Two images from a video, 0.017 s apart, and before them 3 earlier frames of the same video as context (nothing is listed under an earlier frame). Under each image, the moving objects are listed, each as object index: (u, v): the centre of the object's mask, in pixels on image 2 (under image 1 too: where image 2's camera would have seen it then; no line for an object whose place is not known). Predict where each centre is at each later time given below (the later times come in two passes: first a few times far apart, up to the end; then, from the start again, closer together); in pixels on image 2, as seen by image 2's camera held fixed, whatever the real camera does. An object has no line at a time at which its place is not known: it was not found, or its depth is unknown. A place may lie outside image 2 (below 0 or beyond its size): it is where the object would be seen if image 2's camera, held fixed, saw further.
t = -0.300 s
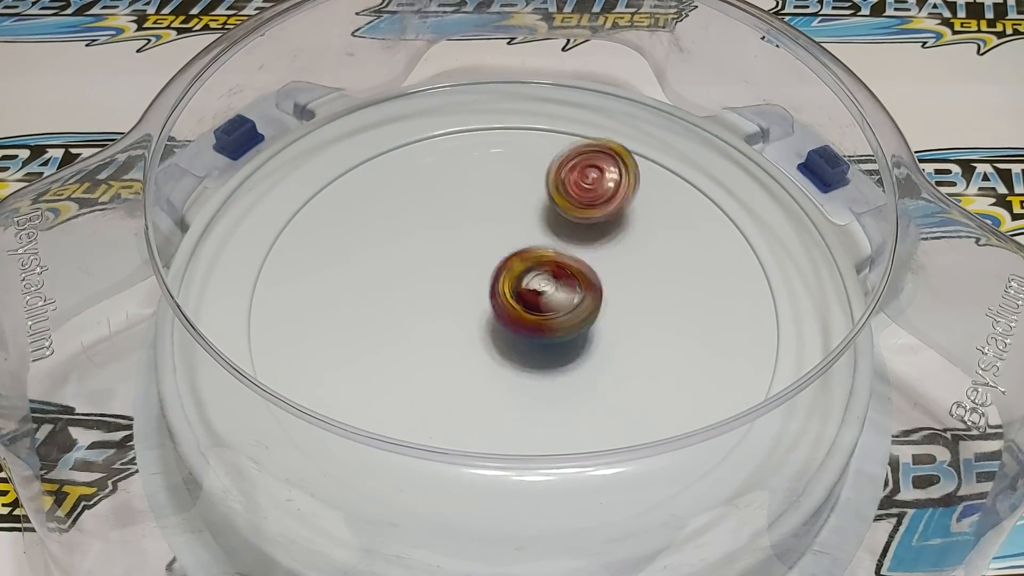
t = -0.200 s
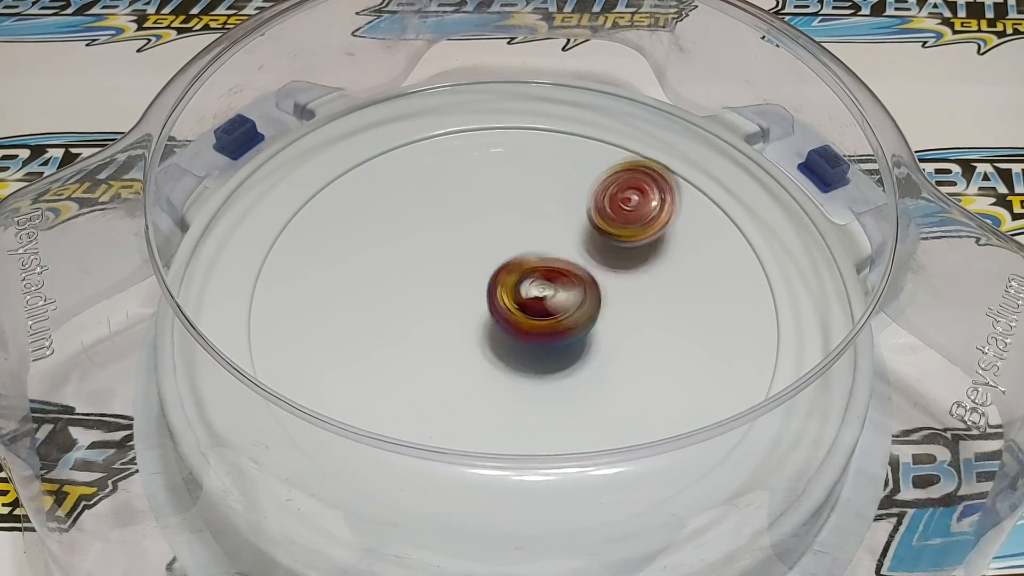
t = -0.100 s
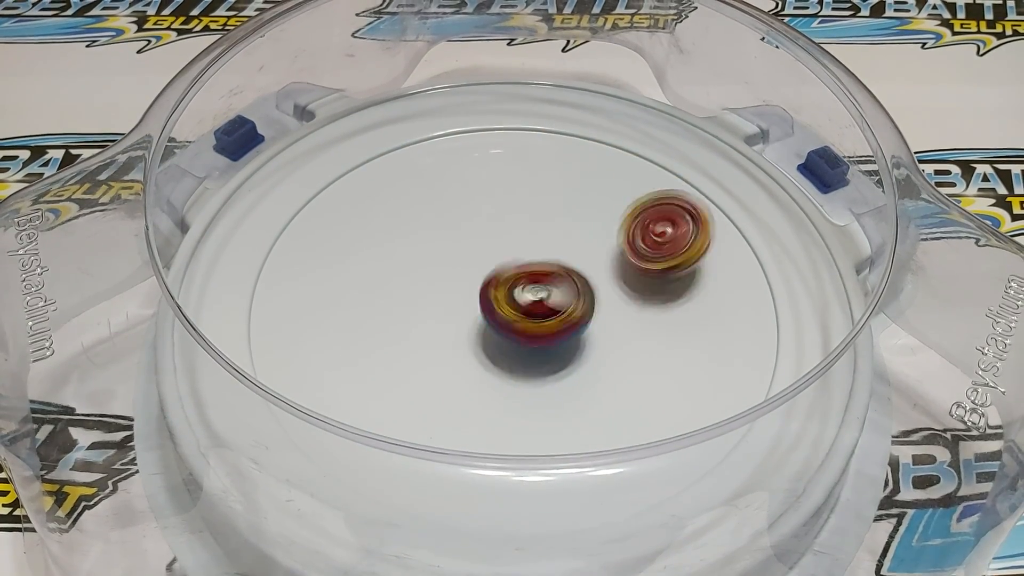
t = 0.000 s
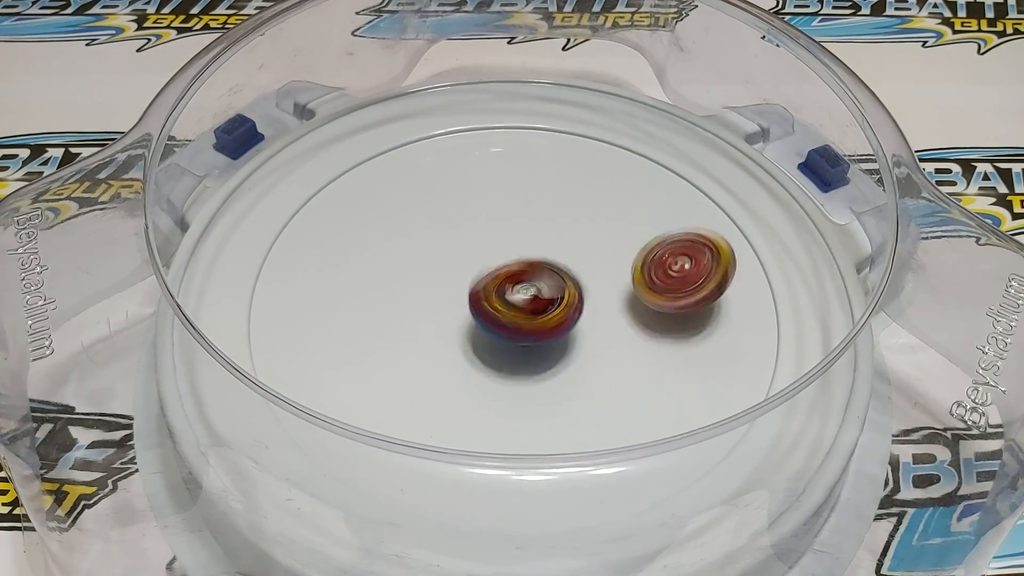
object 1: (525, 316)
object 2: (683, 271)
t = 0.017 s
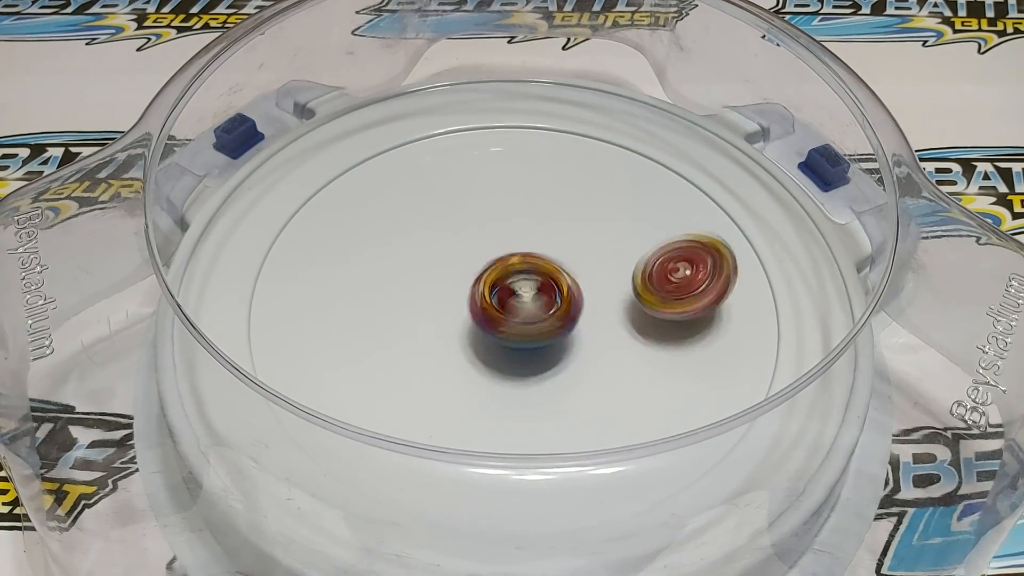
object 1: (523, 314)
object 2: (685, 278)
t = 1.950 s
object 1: (485, 302)
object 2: (656, 322)
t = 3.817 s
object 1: (494, 278)
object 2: (619, 342)
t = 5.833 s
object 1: (515, 275)
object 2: (489, 363)
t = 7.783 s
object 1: (561, 268)
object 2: (506, 348)
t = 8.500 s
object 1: (552, 271)
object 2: (503, 346)
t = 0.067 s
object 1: (516, 313)
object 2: (682, 306)
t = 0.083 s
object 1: (514, 313)
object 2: (683, 304)
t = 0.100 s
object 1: (511, 313)
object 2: (683, 311)
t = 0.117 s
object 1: (510, 311)
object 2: (677, 327)
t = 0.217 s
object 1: (496, 307)
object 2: (654, 357)
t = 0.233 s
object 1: (496, 304)
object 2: (648, 363)
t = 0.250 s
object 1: (492, 305)
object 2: (643, 368)
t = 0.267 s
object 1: (491, 304)
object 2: (636, 372)
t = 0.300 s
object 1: (487, 301)
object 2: (620, 383)
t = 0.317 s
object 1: (486, 300)
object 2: (612, 387)
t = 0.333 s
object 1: (485, 297)
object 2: (604, 391)
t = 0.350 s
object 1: (484, 298)
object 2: (593, 395)
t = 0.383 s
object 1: (482, 294)
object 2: (575, 401)
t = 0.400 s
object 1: (481, 294)
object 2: (566, 403)
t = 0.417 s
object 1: (479, 293)
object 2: (556, 404)
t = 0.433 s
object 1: (479, 291)
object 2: (545, 406)
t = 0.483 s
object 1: (478, 288)
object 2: (515, 407)
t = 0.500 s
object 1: (480, 286)
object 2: (503, 408)
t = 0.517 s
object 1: (478, 287)
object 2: (493, 406)
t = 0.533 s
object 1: (479, 286)
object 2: (484, 404)
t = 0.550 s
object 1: (480, 283)
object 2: (475, 402)
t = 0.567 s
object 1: (480, 284)
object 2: (465, 400)
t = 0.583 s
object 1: (480, 282)
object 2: (454, 397)
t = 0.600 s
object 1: (482, 280)
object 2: (446, 394)
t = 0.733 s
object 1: (492, 277)
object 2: (386, 357)
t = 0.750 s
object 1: (495, 277)
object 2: (382, 350)
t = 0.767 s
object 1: (497, 275)
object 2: (376, 346)
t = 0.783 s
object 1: (499, 276)
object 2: (371, 337)
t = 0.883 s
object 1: (513, 275)
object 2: (358, 308)
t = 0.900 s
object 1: (512, 276)
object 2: (357, 301)
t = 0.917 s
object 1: (515, 276)
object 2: (357, 295)
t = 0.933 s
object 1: (518, 275)
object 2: (358, 289)
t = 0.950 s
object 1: (520, 277)
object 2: (359, 282)
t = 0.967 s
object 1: (521, 277)
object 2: (360, 276)
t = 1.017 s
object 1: (527, 280)
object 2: (368, 259)
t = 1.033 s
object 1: (530, 280)
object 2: (371, 253)
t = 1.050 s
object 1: (533, 280)
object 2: (374, 249)
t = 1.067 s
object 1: (533, 282)
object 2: (379, 242)
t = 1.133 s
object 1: (538, 286)
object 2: (399, 224)
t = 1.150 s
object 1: (540, 286)
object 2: (404, 220)
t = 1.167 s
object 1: (543, 288)
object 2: (409, 217)
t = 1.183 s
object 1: (541, 290)
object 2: (416, 213)
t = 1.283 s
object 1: (546, 297)
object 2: (457, 197)
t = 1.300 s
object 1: (545, 299)
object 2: (464, 196)
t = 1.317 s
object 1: (545, 300)
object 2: (473, 195)
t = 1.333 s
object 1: (547, 300)
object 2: (481, 185)
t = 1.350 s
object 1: (544, 303)
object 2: (487, 194)
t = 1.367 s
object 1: (545, 304)
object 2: (495, 194)
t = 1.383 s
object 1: (545, 303)
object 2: (504, 185)
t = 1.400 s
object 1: (543, 306)
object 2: (511, 183)
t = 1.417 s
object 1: (542, 307)
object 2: (517, 194)
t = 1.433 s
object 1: (542, 307)
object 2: (527, 185)
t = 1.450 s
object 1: (542, 309)
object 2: (535, 186)
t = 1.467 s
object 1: (538, 311)
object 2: (542, 186)
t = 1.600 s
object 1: (525, 315)
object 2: (599, 207)
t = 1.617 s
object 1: (524, 313)
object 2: (608, 208)
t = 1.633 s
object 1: (520, 316)
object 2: (614, 212)
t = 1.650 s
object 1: (518, 315)
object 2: (619, 214)
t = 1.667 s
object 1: (517, 314)
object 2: (625, 219)
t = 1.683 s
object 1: (516, 315)
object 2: (631, 225)
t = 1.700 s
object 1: (511, 315)
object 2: (633, 238)
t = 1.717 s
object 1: (510, 314)
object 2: (637, 242)
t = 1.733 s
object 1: (509, 313)
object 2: (644, 238)
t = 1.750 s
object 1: (505, 314)
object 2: (648, 243)
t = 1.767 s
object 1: (503, 313)
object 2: (648, 258)
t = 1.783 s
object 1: (501, 311)
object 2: (651, 264)
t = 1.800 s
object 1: (500, 311)
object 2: (657, 260)
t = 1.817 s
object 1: (496, 311)
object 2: (655, 275)
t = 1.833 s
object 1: (495, 310)
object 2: (657, 281)
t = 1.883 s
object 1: (490, 307)
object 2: (659, 299)
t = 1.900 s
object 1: (489, 305)
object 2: (662, 294)
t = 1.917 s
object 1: (488, 304)
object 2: (662, 301)
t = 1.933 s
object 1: (485, 304)
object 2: (658, 317)
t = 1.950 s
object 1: (485, 302)
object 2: (656, 322)
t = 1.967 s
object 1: (485, 300)
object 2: (656, 320)
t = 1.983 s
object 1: (483, 300)
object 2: (655, 325)
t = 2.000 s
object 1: (481, 299)
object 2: (651, 330)
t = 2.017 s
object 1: (481, 296)
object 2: (644, 346)
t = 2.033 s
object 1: (482, 295)
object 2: (642, 342)
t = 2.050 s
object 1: (479, 295)
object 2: (635, 356)
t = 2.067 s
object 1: (480, 293)
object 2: (630, 355)
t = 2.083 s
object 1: (481, 291)
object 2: (625, 356)
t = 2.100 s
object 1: (481, 291)
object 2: (620, 361)
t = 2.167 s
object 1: (481, 286)
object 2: (589, 376)
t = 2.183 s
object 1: (482, 285)
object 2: (579, 380)
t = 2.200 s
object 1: (483, 282)
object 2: (571, 381)
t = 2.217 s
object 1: (485, 282)
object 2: (563, 384)
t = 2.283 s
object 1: (489, 279)
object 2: (526, 388)
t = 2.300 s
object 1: (490, 278)
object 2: (516, 387)
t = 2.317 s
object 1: (493, 276)
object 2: (506, 388)
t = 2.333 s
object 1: (496, 275)
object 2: (500, 387)
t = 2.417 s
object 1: (502, 274)
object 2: (453, 376)
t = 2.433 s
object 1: (506, 274)
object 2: (447, 374)
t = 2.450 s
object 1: (509, 272)
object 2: (439, 370)
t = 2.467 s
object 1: (509, 274)
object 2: (431, 367)
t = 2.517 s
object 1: (517, 273)
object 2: (412, 354)
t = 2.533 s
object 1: (516, 275)
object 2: (405, 348)
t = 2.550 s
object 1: (519, 275)
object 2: (403, 343)
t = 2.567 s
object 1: (522, 274)
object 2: (396, 346)
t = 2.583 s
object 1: (524, 276)
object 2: (391, 331)
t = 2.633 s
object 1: (529, 277)
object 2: (382, 324)
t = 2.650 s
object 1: (530, 280)
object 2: (380, 318)
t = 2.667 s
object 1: (531, 281)
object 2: (378, 312)
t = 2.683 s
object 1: (533, 281)
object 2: (377, 307)
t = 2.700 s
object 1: (536, 282)
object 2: (376, 301)
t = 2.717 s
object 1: (535, 285)
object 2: (377, 295)
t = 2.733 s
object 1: (536, 286)
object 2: (376, 290)
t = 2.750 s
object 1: (538, 286)
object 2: (377, 285)
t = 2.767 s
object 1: (540, 288)
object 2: (380, 279)
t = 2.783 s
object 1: (539, 290)
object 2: (380, 273)
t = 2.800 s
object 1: (540, 292)
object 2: (383, 269)
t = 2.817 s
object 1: (541, 292)
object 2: (386, 262)
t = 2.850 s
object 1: (540, 296)
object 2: (392, 254)
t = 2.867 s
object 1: (542, 297)
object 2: (396, 248)
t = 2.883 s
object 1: (543, 298)
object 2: (400, 244)
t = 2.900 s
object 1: (542, 300)
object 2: (404, 240)
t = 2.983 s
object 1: (539, 307)
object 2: (430, 222)
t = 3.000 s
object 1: (539, 307)
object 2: (436, 220)
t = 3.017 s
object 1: (539, 308)
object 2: (442, 217)
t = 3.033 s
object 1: (536, 311)
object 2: (448, 214)
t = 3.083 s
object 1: (534, 312)
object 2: (469, 210)
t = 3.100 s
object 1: (530, 314)
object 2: (475, 210)
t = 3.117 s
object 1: (529, 314)
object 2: (483, 210)
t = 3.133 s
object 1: (528, 314)
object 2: (490, 208)
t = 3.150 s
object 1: (527, 314)
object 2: (497, 207)
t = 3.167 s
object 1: (522, 316)
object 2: (506, 200)
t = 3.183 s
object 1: (522, 316)
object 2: (514, 199)
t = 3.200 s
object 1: (520, 315)
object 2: (519, 206)
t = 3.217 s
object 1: (518, 316)
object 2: (526, 208)
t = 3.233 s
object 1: (514, 317)
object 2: (536, 200)
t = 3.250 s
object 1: (513, 316)
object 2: (540, 210)
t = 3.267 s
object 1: (512, 314)
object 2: (550, 203)
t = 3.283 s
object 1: (509, 315)
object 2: (557, 204)
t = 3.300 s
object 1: (505, 315)
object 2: (562, 214)
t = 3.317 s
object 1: (504, 314)
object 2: (569, 217)
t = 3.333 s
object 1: (503, 312)
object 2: (577, 209)
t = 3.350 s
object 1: (501, 312)
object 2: (582, 221)
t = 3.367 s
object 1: (497, 312)
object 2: (591, 216)
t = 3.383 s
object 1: (496, 310)
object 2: (597, 218)
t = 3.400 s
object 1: (496, 308)
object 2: (600, 230)
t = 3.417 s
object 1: (493, 308)
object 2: (608, 225)
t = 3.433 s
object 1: (490, 307)
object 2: (611, 238)
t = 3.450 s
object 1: (490, 306)
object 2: (616, 241)
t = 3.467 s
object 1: (490, 303)
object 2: (622, 237)
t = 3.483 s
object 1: (488, 303)
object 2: (624, 250)
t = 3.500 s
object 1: (485, 302)
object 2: (627, 254)
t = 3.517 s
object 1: (485, 300)
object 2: (630, 260)
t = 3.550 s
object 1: (484, 298)
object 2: (636, 269)
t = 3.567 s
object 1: (482, 296)
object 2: (638, 275)
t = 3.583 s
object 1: (483, 294)
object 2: (639, 280)
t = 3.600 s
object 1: (484, 292)
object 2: (641, 284)
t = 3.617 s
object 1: (483, 292)
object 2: (642, 291)
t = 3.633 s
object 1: (482, 290)
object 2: (643, 295)
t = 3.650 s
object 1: (483, 289)
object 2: (643, 300)
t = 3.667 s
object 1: (485, 286)
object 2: (646, 297)
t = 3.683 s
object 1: (485, 286)
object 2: (642, 311)
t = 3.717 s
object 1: (486, 283)
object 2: (642, 312)
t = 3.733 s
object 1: (488, 281)
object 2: (637, 327)
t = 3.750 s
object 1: (488, 281)
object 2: (634, 331)
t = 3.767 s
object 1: (488, 281)
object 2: (633, 327)
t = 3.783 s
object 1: (490, 279)
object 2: (627, 342)
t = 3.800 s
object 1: (492, 277)
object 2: (622, 345)
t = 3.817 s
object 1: (494, 278)
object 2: (619, 342)
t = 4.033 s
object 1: (515, 274)
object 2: (523, 371)
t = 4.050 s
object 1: (517, 276)
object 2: (515, 370)
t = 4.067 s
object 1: (520, 274)
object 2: (508, 368)
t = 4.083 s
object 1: (524, 275)
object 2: (497, 369)
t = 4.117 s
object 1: (525, 278)
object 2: (483, 364)
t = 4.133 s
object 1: (527, 280)
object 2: (474, 363)
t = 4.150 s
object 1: (530, 280)
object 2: (467, 361)
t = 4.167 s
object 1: (530, 283)
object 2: (460, 359)
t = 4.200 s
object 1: (532, 286)
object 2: (446, 352)
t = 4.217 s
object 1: (534, 287)
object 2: (439, 349)
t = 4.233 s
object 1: (534, 290)
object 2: (431, 344)
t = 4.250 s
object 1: (533, 291)
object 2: (428, 343)
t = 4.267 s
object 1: (534, 293)
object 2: (420, 336)
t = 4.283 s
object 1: (536, 293)
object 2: (415, 331)
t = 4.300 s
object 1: (536, 296)
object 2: (410, 335)
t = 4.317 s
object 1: (534, 298)
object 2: (406, 331)
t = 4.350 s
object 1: (536, 299)
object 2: (399, 321)
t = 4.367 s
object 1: (537, 301)
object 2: (396, 316)
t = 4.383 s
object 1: (534, 304)
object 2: (394, 311)
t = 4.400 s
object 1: (534, 304)
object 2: (392, 306)
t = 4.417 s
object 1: (534, 305)
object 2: (391, 301)
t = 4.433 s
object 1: (535, 305)
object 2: (391, 296)
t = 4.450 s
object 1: (532, 308)
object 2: (390, 291)
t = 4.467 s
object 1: (530, 309)
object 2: (390, 287)
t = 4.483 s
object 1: (530, 310)
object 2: (391, 281)
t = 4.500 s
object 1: (530, 309)
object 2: (392, 277)
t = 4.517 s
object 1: (528, 312)
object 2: (394, 273)
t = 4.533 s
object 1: (524, 313)
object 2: (396, 268)
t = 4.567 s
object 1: (523, 312)
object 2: (401, 260)
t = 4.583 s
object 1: (522, 314)
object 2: (404, 255)
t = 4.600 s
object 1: (518, 314)
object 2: (407, 253)
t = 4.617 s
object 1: (517, 314)
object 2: (412, 248)
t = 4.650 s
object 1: (515, 313)
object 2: (420, 242)
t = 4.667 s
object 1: (510, 314)
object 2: (425, 238)
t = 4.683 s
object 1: (508, 313)
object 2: (429, 236)
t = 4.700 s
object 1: (507, 313)
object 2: (435, 233)
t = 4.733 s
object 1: (505, 311)
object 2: (445, 227)
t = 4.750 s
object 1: (501, 311)
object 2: (452, 225)
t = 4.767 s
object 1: (500, 309)
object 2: (457, 221)
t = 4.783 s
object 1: (499, 308)
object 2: (464, 219)
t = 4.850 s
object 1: (493, 306)
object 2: (493, 211)
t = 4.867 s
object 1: (493, 305)
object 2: (502, 212)
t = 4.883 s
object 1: (491, 305)
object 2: (511, 210)
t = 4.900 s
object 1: (487, 306)
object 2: (516, 214)
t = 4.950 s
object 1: (487, 302)
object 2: (538, 217)
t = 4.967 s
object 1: (485, 303)
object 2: (546, 218)
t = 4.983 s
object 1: (484, 302)
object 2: (550, 221)
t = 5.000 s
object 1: (485, 301)
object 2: (558, 223)
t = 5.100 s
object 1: (490, 294)
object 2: (593, 238)
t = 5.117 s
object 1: (490, 295)
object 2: (598, 241)
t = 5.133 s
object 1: (489, 293)
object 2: (603, 245)
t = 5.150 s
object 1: (492, 292)
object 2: (607, 249)
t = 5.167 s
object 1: (494, 290)
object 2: (612, 252)
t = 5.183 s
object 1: (496, 289)
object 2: (616, 256)
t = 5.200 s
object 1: (496, 290)
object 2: (618, 261)
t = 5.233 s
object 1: (500, 288)
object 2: (625, 270)
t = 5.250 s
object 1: (502, 286)
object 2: (627, 274)
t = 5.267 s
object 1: (504, 287)
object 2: (629, 278)
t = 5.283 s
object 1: (504, 287)
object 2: (631, 283)
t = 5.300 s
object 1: (506, 286)
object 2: (632, 288)
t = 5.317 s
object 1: (509, 285)
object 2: (634, 293)
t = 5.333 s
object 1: (511, 284)
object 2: (634, 297)
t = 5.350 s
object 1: (513, 286)
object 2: (634, 302)
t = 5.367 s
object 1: (512, 286)
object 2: (634, 307)
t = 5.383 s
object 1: (515, 286)
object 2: (633, 311)
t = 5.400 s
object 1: (517, 285)
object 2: (632, 316)
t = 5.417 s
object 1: (520, 285)
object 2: (629, 321)
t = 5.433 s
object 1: (520, 287)
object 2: (630, 316)
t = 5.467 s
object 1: (523, 287)
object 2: (622, 324)
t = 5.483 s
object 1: (525, 286)
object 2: (617, 338)
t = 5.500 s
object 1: (526, 286)
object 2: (614, 335)
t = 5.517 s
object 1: (523, 286)
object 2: (611, 351)
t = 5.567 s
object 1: (523, 280)
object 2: (599, 356)
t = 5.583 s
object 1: (524, 278)
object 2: (593, 359)
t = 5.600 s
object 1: (522, 279)
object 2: (589, 362)
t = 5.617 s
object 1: (521, 278)
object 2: (580, 366)
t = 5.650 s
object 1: (521, 277)
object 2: (567, 370)
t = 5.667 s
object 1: (523, 276)
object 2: (560, 372)
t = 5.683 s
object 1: (520, 277)
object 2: (553, 373)
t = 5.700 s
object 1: (518, 277)
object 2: (545, 375)
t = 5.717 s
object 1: (519, 277)
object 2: (541, 374)
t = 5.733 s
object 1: (518, 276)
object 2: (531, 375)
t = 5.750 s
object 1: (519, 276)
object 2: (526, 374)
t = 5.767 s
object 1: (517, 277)
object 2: (515, 373)
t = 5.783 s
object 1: (514, 278)
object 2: (509, 372)
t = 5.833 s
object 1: (515, 275)
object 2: (489, 363)
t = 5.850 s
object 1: (514, 278)
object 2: (481, 361)
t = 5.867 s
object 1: (512, 276)
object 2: (477, 358)
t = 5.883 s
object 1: (513, 277)
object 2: (469, 353)
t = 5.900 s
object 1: (512, 277)
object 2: (466, 349)
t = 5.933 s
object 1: (515, 279)
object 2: (454, 343)
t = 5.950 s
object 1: (515, 279)
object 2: (447, 337)
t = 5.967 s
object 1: (517, 278)
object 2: (443, 334)
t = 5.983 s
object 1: (520, 278)
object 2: (439, 328)
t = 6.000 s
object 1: (522, 277)
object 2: (436, 324)
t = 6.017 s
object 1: (524, 277)
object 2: (435, 319)
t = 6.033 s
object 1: (524, 277)
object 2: (434, 313)
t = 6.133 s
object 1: (533, 280)
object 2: (434, 290)
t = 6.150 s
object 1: (538, 280)
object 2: (433, 285)
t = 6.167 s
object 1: (542, 281)
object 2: (434, 280)
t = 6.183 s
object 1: (548, 282)
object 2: (437, 275)
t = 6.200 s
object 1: (550, 285)
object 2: (441, 272)
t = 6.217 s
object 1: (551, 286)
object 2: (446, 267)
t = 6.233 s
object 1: (553, 288)
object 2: (451, 266)
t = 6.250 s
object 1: (555, 290)
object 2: (455, 263)
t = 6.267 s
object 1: (558, 290)
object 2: (459, 263)
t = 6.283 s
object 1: (560, 293)
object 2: (463, 261)
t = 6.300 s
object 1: (559, 296)
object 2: (467, 260)
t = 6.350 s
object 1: (563, 307)
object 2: (480, 251)
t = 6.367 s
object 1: (565, 311)
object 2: (486, 246)
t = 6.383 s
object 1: (564, 317)
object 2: (494, 243)
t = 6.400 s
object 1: (562, 323)
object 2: (500, 241)
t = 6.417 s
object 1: (561, 327)
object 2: (505, 240)
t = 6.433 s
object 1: (558, 331)
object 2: (512, 240)
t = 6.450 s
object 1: (557, 334)
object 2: (515, 240)
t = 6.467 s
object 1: (558, 333)
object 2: (519, 242)
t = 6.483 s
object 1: (556, 334)
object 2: (524, 243)
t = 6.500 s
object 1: (550, 338)
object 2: (528, 246)
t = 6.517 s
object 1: (548, 340)
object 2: (534, 249)
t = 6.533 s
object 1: (548, 341)
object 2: (538, 252)
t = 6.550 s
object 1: (546, 341)
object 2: (544, 252)
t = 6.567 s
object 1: (545, 336)
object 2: (550, 248)
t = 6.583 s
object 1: (543, 336)
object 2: (556, 251)
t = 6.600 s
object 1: (537, 334)
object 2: (563, 255)
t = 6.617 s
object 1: (533, 333)
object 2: (568, 258)
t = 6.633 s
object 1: (529, 335)
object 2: (573, 261)
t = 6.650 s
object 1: (525, 335)
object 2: (576, 261)
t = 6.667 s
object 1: (520, 335)
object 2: (582, 260)
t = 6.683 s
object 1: (517, 335)
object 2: (589, 260)
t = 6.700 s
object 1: (512, 337)
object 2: (591, 262)
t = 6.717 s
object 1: (507, 336)
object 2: (591, 265)
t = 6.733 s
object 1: (502, 335)
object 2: (592, 266)
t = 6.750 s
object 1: (499, 335)
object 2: (590, 269)
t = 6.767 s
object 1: (497, 334)
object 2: (590, 270)
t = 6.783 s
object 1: (496, 332)
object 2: (590, 273)
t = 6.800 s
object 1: (494, 330)
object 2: (588, 275)
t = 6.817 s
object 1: (490, 330)
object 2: (588, 276)
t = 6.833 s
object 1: (487, 328)
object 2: (588, 273)
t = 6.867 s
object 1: (482, 325)
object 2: (586, 277)
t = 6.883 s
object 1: (480, 323)
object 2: (586, 278)
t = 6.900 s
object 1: (481, 318)
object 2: (582, 283)
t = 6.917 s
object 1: (482, 315)
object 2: (581, 284)
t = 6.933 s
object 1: (480, 312)
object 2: (580, 287)
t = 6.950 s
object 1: (477, 310)
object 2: (576, 290)
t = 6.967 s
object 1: (476, 308)
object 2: (572, 289)
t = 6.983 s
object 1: (478, 306)
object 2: (568, 291)
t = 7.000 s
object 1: (477, 303)
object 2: (566, 300)
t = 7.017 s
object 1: (474, 298)
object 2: (564, 304)
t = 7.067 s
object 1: (469, 284)
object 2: (563, 320)
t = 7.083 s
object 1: (467, 278)
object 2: (561, 329)
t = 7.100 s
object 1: (464, 273)
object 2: (557, 334)
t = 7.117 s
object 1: (463, 269)
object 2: (555, 336)
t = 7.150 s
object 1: (461, 261)
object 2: (550, 342)
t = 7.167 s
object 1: (459, 255)
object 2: (546, 347)
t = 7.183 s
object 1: (459, 252)
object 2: (542, 350)
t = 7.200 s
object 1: (460, 250)
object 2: (538, 353)
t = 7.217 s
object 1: (461, 249)
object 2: (535, 354)
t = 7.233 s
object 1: (461, 247)
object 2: (533, 357)
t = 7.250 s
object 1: (461, 244)
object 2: (530, 359)
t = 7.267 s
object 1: (463, 242)
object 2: (529, 357)
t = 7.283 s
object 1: (464, 240)
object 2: (527, 362)
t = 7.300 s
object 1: (466, 240)
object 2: (525, 359)
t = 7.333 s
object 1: (471, 240)
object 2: (521, 359)
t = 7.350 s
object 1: (474, 239)
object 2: (520, 360)
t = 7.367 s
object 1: (476, 238)
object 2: (521, 357)
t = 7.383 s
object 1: (478, 238)
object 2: (521, 357)
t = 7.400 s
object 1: (481, 238)
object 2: (522, 356)
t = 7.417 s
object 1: (484, 239)
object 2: (522, 356)
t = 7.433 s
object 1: (487, 241)
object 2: (523, 354)
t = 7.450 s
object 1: (489, 242)
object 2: (524, 353)
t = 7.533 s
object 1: (499, 252)
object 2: (526, 351)
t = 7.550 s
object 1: (503, 254)
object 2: (525, 350)
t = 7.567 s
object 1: (506, 256)
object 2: (525, 350)
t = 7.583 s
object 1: (510, 259)
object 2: (523, 349)
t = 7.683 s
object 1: (535, 271)
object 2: (515, 347)
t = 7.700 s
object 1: (540, 272)
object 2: (514, 347)
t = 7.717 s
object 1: (545, 272)
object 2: (513, 347)
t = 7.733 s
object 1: (550, 271)
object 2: (511, 347)
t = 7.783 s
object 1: (561, 268)
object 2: (506, 348)
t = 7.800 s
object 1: (563, 266)
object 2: (505, 347)
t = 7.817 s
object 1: (565, 265)
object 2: (503, 347)
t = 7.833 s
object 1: (566, 264)
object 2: (503, 347)
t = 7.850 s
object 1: (566, 264)
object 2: (503, 347)
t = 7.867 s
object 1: (566, 264)
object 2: (504, 347)
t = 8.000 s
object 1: (553, 271)
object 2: (504, 346)
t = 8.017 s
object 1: (552, 271)
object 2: (503, 346)
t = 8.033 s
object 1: (551, 271)
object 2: (503, 346)
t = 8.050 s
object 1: (551, 271)
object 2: (503, 346)
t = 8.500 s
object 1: (552, 271)
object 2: (503, 346)
